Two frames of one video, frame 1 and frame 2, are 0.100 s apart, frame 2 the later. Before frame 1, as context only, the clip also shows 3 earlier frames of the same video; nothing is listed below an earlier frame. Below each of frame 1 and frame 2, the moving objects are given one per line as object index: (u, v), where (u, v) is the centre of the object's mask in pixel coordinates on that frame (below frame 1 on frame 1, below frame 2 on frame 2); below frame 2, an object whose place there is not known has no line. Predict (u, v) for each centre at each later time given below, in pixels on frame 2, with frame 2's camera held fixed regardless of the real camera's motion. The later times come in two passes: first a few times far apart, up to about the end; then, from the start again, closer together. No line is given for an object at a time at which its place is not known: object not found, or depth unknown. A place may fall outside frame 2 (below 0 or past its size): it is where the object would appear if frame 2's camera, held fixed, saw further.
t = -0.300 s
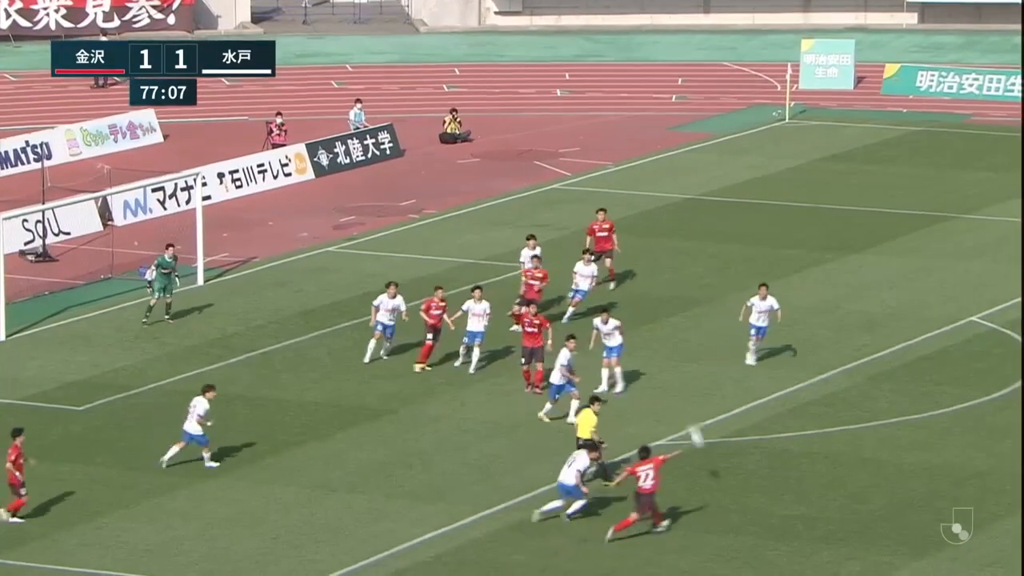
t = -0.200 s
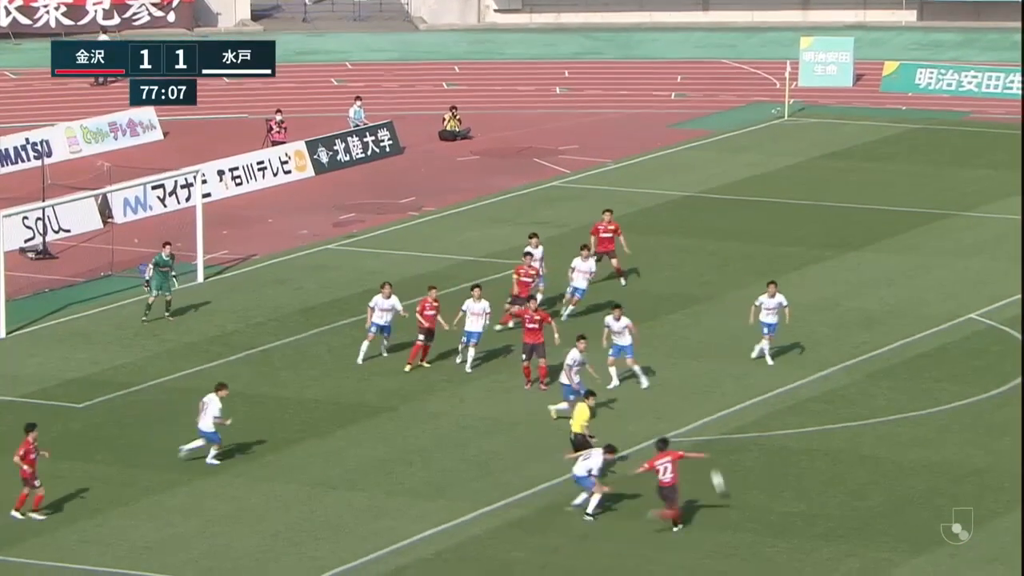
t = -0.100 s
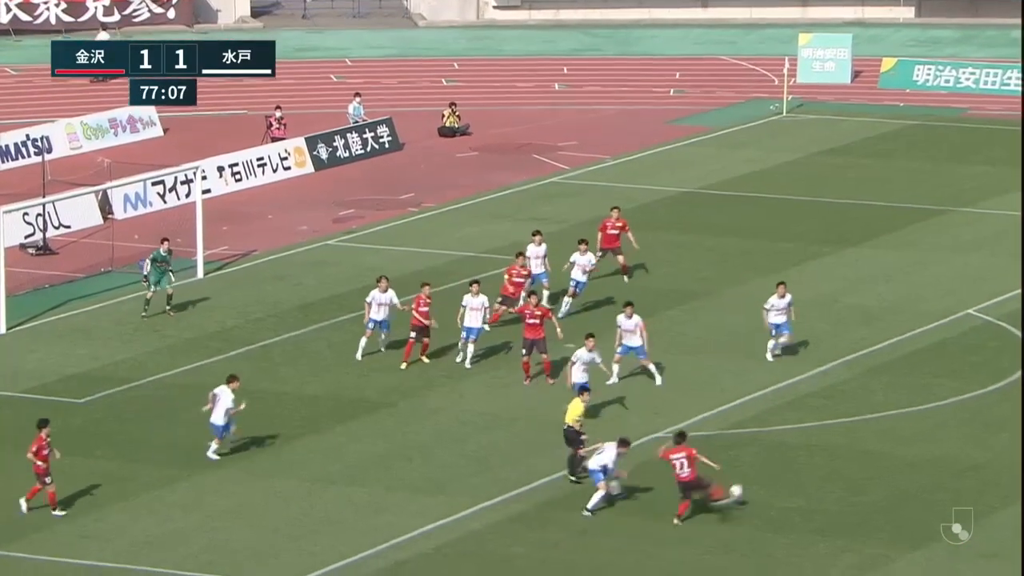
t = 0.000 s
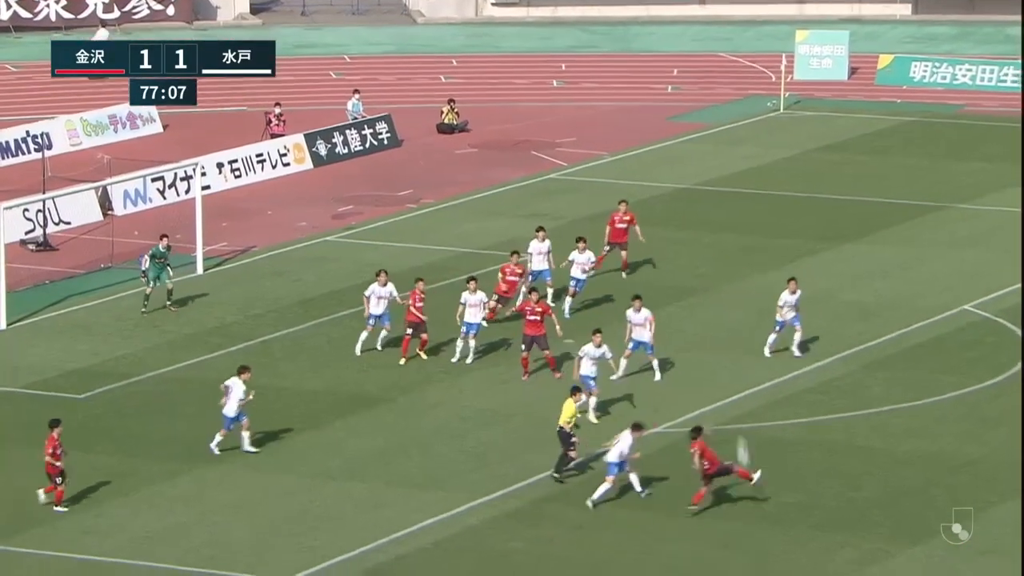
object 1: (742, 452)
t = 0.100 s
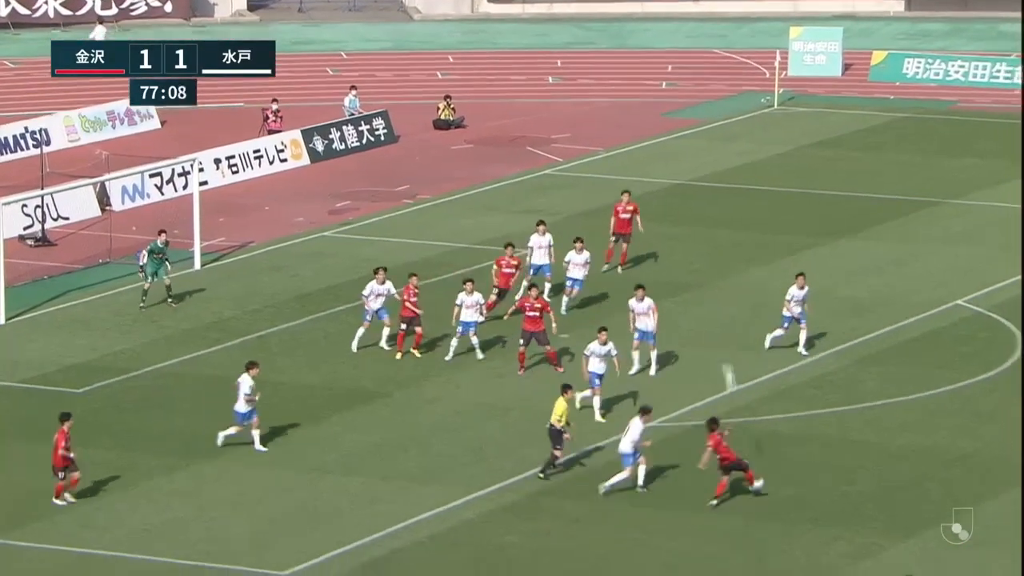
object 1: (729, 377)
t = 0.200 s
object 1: (722, 319)
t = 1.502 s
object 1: (586, 57)
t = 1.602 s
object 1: (574, 68)
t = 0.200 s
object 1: (722, 319)
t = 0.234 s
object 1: (721, 304)
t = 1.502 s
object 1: (586, 57)
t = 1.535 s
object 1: (583, 60)
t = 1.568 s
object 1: (579, 63)
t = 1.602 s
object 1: (574, 68)
